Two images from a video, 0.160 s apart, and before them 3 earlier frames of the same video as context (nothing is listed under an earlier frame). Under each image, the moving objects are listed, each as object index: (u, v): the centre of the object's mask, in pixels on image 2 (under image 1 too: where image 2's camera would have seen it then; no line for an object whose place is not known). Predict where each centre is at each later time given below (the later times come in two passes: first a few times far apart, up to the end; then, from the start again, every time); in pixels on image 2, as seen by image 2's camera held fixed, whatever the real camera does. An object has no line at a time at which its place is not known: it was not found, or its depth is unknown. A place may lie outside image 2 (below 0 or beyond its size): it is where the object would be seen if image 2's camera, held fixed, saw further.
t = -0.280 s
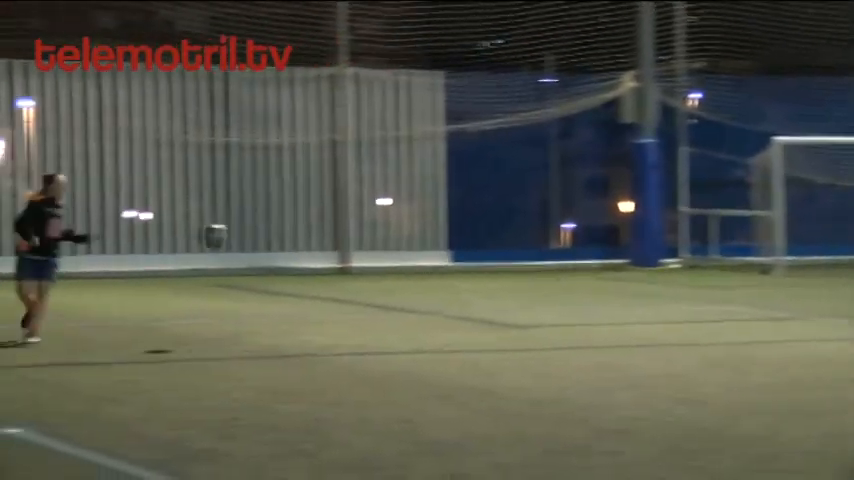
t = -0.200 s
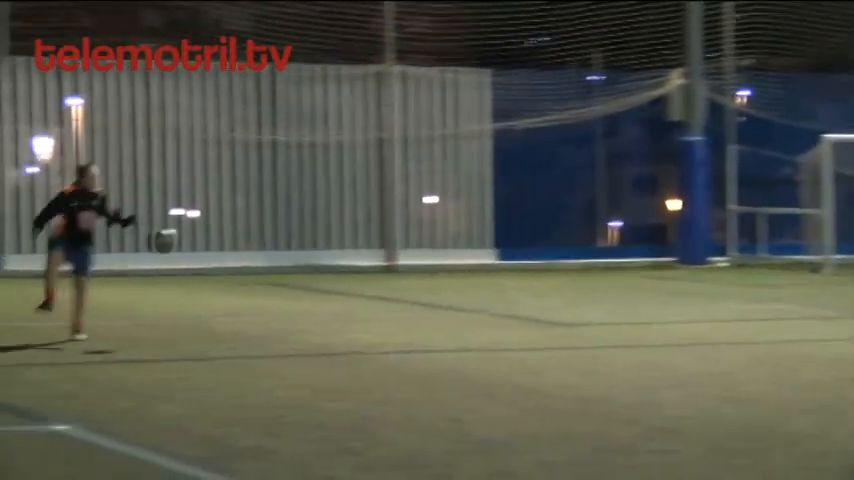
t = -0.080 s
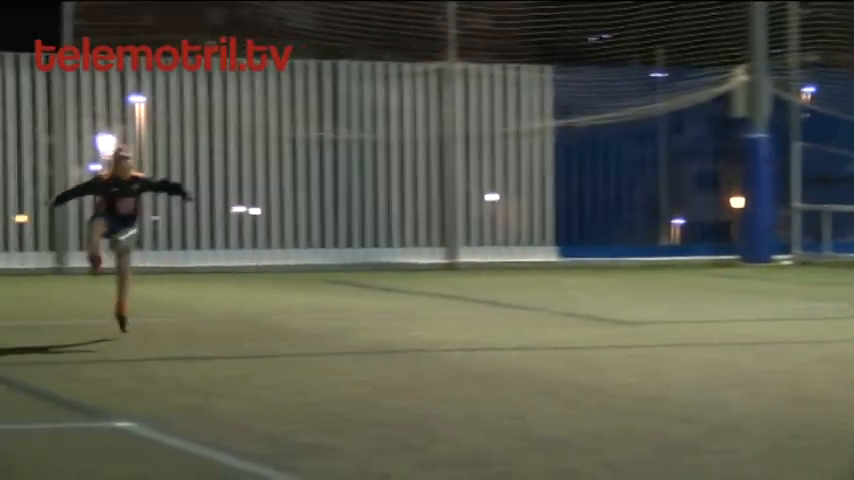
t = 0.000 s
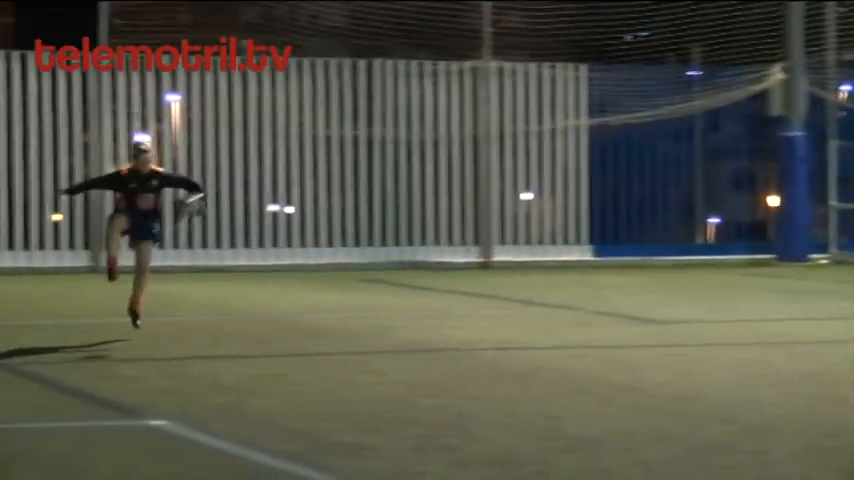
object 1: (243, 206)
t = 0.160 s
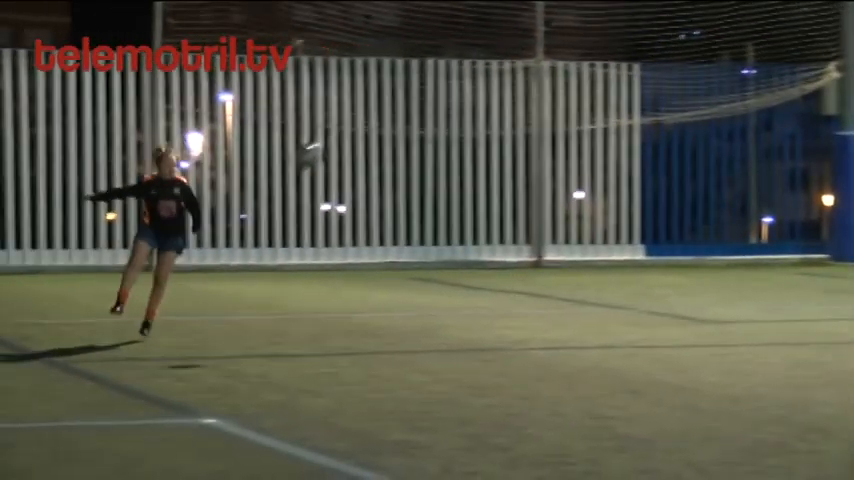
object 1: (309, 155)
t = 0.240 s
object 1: (343, 139)
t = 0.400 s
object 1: (409, 131)
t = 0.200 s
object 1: (326, 147)
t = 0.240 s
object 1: (343, 139)
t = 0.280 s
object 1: (361, 135)
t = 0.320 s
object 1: (378, 131)
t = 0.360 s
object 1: (393, 130)
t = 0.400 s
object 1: (409, 131)
